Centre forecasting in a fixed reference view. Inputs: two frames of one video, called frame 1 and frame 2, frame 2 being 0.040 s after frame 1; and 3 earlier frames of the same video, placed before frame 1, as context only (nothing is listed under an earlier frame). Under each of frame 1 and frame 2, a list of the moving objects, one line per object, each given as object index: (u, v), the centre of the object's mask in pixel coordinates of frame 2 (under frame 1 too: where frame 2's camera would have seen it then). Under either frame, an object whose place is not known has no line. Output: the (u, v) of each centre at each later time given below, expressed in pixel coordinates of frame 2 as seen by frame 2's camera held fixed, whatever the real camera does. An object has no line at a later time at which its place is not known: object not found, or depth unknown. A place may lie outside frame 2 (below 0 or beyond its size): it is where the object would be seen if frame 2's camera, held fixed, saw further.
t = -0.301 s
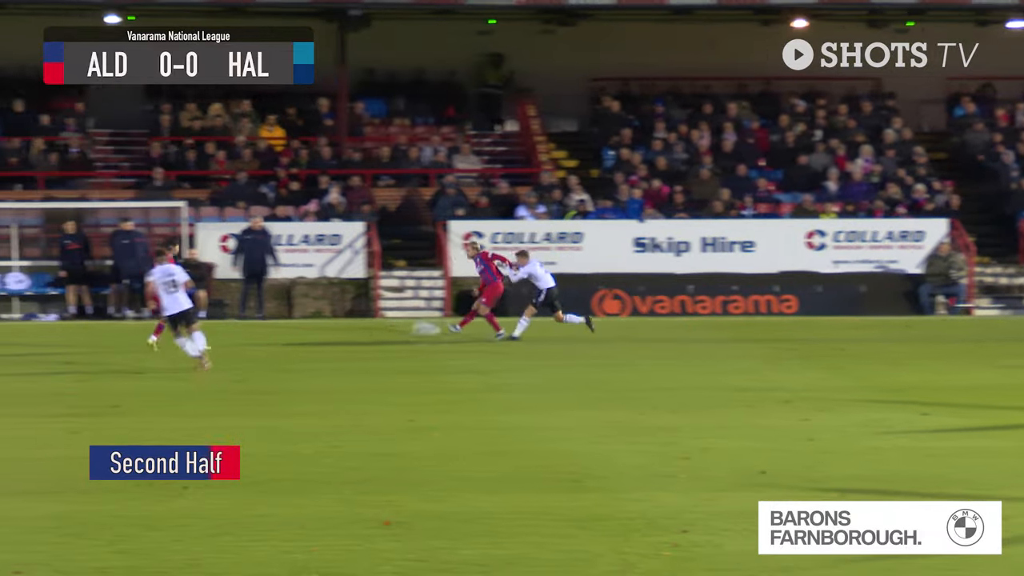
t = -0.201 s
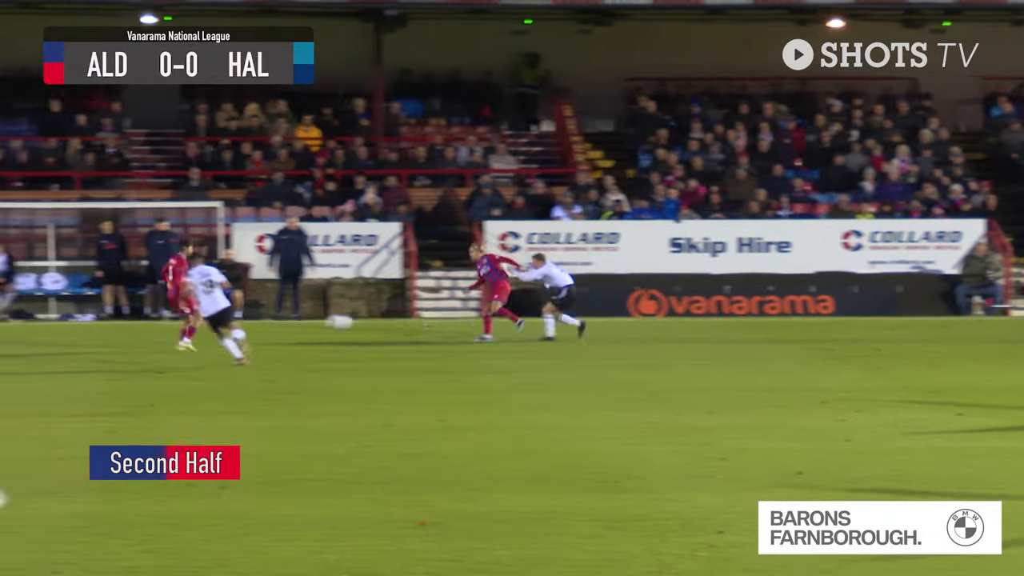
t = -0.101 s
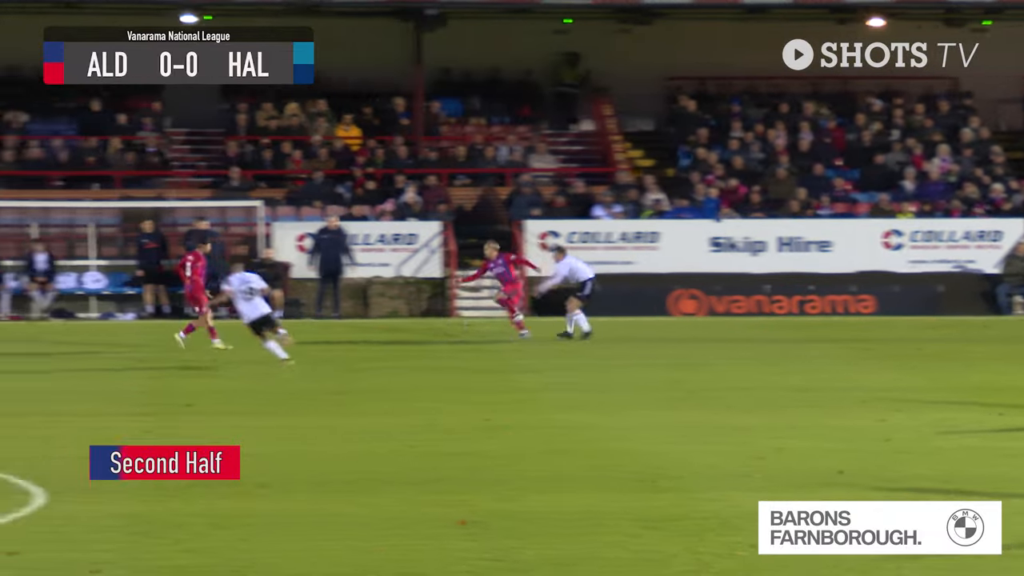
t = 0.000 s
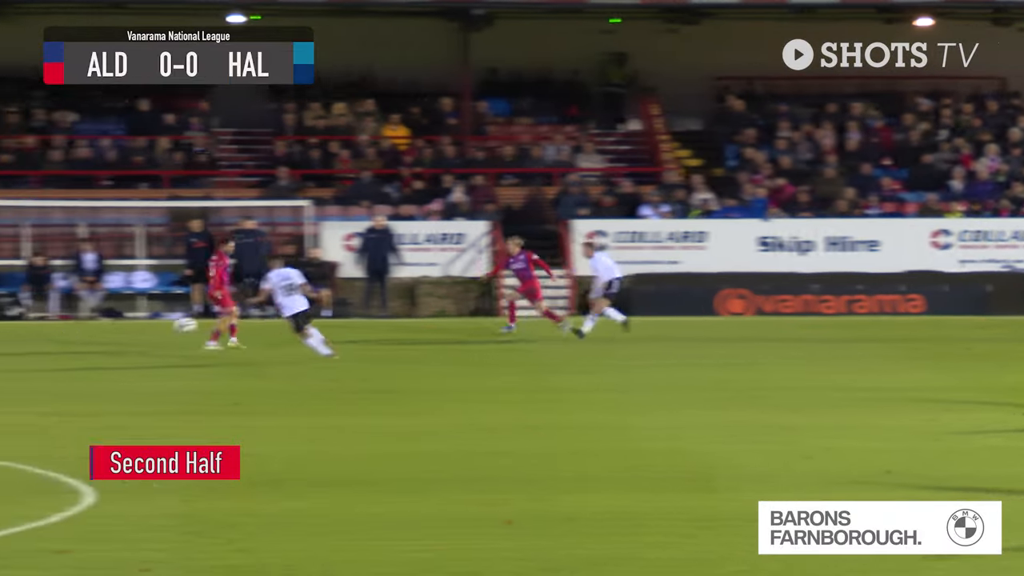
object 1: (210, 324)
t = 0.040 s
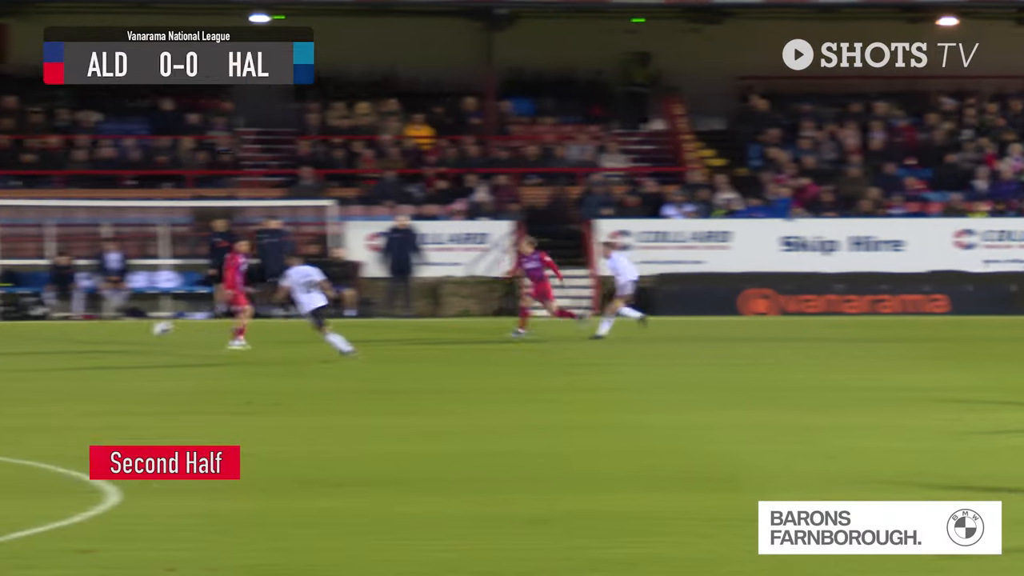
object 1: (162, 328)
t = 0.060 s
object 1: (138, 332)
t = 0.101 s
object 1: (88, 339)
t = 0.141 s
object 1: (42, 348)
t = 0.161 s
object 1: (23, 353)
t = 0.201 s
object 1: (-10, 362)
